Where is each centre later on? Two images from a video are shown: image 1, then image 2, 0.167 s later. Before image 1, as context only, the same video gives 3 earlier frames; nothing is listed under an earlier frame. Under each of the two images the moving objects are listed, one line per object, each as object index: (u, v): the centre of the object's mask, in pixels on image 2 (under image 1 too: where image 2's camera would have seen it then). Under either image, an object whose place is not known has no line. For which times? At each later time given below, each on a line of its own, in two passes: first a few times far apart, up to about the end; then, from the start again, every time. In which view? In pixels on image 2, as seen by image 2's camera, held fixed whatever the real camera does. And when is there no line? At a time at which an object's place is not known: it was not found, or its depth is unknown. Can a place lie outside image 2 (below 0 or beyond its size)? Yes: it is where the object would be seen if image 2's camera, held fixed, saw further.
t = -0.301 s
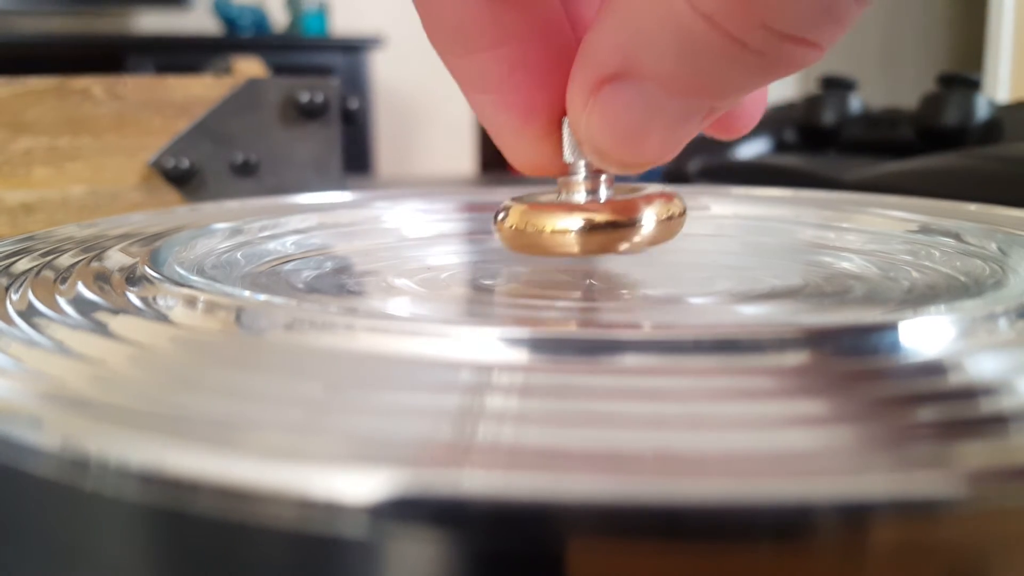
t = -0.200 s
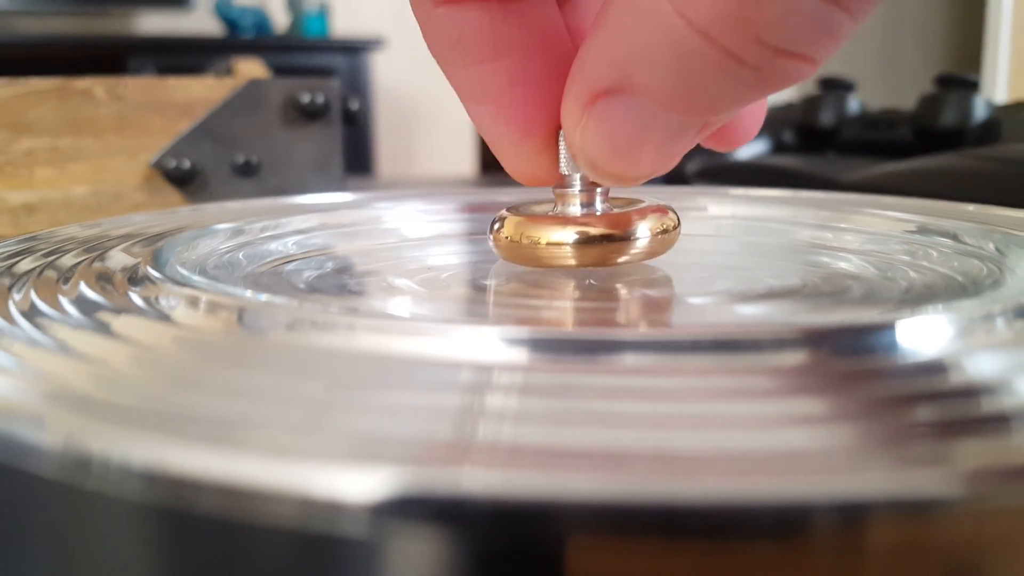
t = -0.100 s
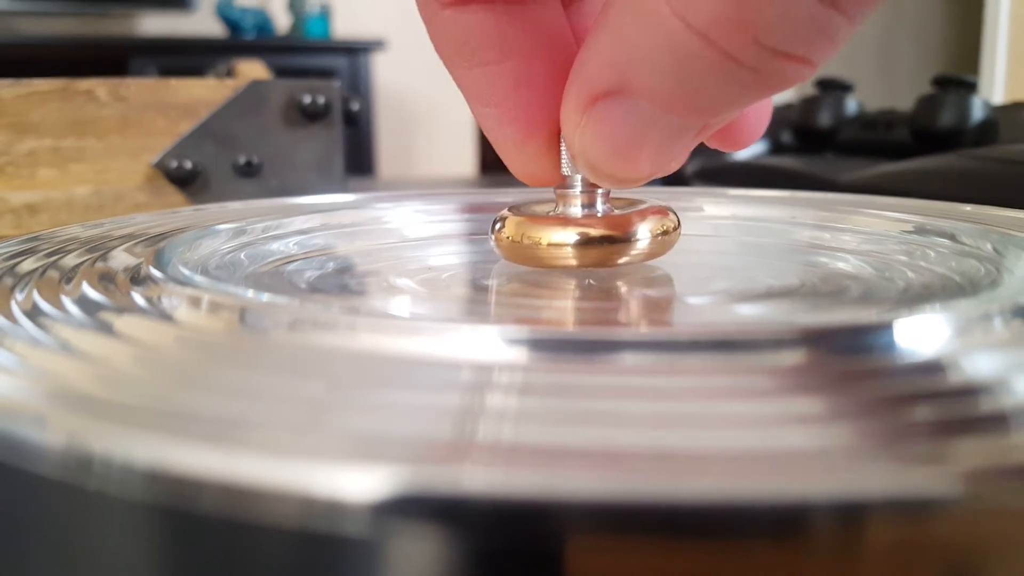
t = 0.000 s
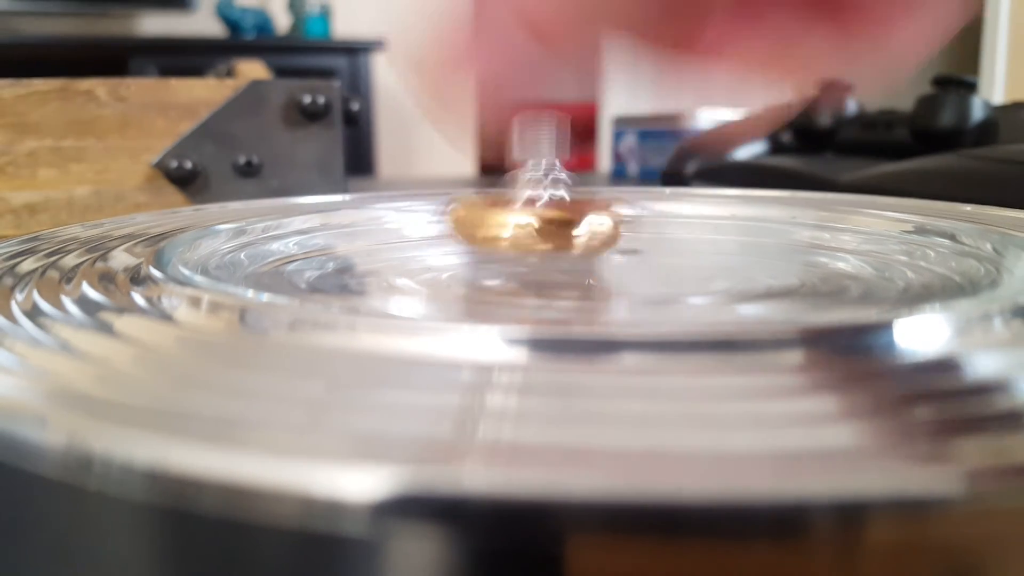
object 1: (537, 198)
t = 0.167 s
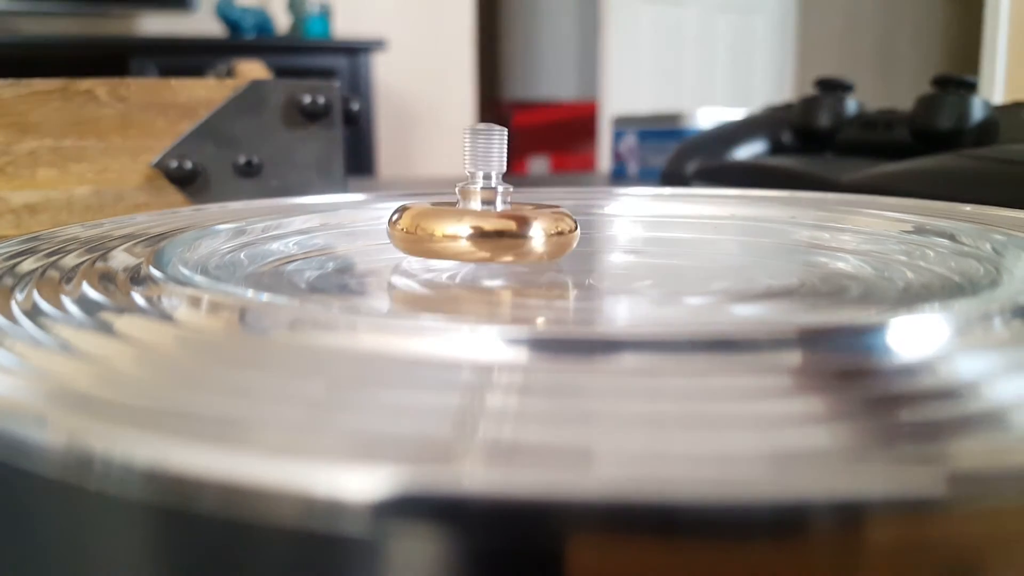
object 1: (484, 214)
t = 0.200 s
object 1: (485, 215)
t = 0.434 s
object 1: (487, 216)
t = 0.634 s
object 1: (493, 217)
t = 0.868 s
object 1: (512, 217)
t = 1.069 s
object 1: (533, 217)
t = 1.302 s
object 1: (563, 217)
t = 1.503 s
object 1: (588, 218)
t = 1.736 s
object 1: (617, 219)
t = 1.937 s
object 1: (638, 219)
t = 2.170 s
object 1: (655, 219)
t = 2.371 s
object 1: (664, 220)
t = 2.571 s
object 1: (666, 220)
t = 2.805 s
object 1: (659, 220)
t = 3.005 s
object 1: (647, 220)
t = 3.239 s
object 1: (629, 220)
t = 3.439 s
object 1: (612, 219)
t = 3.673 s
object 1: (595, 217)
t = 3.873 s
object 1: (584, 216)
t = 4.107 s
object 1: (577, 215)
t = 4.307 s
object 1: (577, 213)
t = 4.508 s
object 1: (581, 212)
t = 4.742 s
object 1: (589, 211)
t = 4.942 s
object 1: (598, 211)
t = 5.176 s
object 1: (610, 212)
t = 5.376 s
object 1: (619, 213)
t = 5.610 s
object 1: (627, 214)
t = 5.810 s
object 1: (628, 215)
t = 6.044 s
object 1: (624, 217)
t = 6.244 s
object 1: (617, 218)
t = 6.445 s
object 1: (606, 219)
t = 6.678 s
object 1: (591, 219)
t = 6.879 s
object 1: (578, 219)
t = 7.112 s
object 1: (566, 218)
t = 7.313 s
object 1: (560, 218)
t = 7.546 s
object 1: (559, 217)
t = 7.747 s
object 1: (563, 216)
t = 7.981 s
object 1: (573, 215)
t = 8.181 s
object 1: (585, 214)
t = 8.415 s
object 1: (600, 214)
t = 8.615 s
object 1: (613, 214)
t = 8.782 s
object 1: (622, 214)
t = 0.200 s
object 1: (485, 215)
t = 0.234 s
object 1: (487, 215)
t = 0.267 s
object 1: (488, 215)
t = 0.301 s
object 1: (487, 216)
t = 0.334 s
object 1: (487, 216)
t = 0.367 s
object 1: (487, 216)
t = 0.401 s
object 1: (487, 216)
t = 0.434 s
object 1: (487, 216)
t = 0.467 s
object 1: (487, 216)
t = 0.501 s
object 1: (488, 216)
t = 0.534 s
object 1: (489, 216)
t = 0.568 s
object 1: (490, 216)
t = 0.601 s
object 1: (492, 217)
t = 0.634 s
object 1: (493, 217)
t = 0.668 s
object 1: (496, 217)
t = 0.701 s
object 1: (498, 217)
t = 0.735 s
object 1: (501, 217)
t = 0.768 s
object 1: (504, 217)
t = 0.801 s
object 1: (506, 217)
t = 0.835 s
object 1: (509, 217)
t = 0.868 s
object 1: (512, 217)
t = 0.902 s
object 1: (515, 217)
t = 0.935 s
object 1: (518, 217)
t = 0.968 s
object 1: (522, 217)
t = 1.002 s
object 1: (526, 217)
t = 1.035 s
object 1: (529, 217)
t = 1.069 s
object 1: (533, 217)
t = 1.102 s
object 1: (538, 217)
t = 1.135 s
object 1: (542, 217)
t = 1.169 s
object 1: (546, 217)
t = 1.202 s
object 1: (550, 217)
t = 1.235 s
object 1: (554, 217)
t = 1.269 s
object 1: (558, 217)
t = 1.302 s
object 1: (563, 217)
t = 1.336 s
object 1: (567, 218)
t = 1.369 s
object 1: (571, 218)
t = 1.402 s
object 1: (575, 218)
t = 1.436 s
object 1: (580, 218)
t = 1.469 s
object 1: (584, 218)
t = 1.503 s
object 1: (588, 218)
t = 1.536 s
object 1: (593, 218)
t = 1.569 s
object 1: (597, 218)
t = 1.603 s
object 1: (601, 218)
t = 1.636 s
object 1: (606, 218)
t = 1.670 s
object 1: (609, 219)
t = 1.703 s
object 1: (613, 219)
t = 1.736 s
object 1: (617, 219)
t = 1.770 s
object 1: (621, 219)
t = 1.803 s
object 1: (625, 218)
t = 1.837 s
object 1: (628, 219)
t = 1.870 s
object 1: (631, 219)
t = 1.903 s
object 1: (635, 219)
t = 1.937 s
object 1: (638, 219)
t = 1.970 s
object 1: (641, 219)
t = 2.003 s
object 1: (644, 219)
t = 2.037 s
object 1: (646, 219)
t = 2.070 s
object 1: (649, 219)
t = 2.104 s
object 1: (651, 219)
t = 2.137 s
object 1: (653, 219)
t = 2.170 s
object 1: (655, 219)
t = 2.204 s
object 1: (657, 219)
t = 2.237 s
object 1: (659, 219)
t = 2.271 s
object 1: (661, 219)
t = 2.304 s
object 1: (662, 219)
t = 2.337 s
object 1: (663, 219)
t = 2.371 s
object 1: (664, 220)
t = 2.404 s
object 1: (665, 220)
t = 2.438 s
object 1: (666, 220)
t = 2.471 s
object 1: (666, 220)
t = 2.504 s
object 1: (666, 220)
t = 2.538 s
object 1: (666, 220)
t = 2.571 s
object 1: (666, 220)
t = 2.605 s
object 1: (666, 220)
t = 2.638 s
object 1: (665, 220)
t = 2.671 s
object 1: (664, 220)
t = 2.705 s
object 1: (663, 220)
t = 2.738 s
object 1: (662, 220)
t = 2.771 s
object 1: (661, 220)
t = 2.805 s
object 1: (659, 220)
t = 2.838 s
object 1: (658, 220)
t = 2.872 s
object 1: (656, 220)
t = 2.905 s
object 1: (654, 220)
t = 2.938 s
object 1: (652, 220)
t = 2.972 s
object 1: (649, 220)
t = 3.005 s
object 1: (647, 220)
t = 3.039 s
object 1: (645, 220)
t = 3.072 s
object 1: (642, 220)
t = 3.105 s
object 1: (639, 220)
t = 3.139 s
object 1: (637, 220)
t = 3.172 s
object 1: (634, 220)
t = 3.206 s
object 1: (631, 220)
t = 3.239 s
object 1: (629, 220)
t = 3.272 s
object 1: (626, 219)
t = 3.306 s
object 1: (623, 219)
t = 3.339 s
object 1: (620, 219)
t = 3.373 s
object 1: (617, 219)
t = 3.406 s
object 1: (614, 219)
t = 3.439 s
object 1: (612, 219)
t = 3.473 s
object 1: (609, 219)
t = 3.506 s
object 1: (606, 218)
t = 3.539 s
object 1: (604, 218)
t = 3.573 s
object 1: (601, 218)
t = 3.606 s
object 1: (599, 218)
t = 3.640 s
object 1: (597, 218)
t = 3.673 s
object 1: (595, 217)
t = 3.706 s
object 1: (592, 217)
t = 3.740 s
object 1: (590, 217)
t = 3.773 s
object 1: (589, 217)
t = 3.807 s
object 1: (587, 217)
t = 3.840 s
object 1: (585, 216)
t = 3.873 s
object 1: (584, 216)
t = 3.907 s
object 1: (583, 216)
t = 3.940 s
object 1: (581, 216)
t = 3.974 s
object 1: (580, 215)
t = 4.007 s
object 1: (579, 215)
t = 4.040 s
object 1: (578, 215)
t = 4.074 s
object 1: (578, 215)
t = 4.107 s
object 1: (577, 215)
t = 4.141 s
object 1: (577, 214)
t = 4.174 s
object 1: (577, 214)
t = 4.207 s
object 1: (577, 214)
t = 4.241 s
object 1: (577, 214)
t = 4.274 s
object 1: (577, 213)
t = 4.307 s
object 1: (577, 213)
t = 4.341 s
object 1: (577, 213)
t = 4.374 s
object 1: (578, 213)
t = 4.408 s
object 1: (578, 213)
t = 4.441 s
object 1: (579, 213)
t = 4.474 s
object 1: (580, 212)
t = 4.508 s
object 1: (581, 212)
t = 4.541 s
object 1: (581, 212)
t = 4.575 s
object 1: (582, 212)
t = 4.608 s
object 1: (584, 212)
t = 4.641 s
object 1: (585, 212)
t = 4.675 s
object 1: (586, 212)
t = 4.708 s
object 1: (588, 212)
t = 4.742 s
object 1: (589, 211)
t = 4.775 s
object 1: (590, 211)
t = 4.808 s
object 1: (592, 211)
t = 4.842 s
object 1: (594, 211)
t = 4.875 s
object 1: (595, 211)
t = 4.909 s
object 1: (597, 211)
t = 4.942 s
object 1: (598, 211)
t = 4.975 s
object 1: (600, 211)
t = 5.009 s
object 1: (602, 211)
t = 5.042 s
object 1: (604, 211)
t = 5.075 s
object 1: (605, 212)
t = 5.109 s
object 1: (607, 212)
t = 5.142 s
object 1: (609, 212)
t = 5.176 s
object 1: (610, 212)
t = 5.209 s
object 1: (612, 212)
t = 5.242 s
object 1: (614, 212)
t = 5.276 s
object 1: (615, 212)
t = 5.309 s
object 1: (616, 212)
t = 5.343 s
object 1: (618, 212)
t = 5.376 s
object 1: (619, 213)
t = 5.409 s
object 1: (620, 213)
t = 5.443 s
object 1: (622, 213)
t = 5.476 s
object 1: (623, 213)
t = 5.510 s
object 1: (624, 213)
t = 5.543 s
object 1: (625, 213)
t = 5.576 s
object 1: (626, 213)
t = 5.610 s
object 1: (627, 214)
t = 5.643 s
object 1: (627, 214)
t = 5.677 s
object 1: (628, 214)
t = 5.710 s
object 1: (628, 215)
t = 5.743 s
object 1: (628, 215)
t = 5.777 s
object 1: (628, 215)
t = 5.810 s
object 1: (628, 215)
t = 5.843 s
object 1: (628, 216)
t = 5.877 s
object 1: (628, 216)
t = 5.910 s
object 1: (627, 216)
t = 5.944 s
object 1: (627, 216)
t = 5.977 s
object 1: (626, 216)
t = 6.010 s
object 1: (625, 216)
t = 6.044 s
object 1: (624, 217)
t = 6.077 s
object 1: (624, 217)
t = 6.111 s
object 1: (622, 217)
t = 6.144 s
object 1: (621, 217)
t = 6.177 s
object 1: (620, 218)
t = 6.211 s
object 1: (618, 218)
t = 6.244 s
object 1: (617, 218)
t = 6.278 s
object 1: (615, 218)
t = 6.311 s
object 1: (614, 218)
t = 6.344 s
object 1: (612, 218)
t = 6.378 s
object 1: (610, 218)
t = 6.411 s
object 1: (608, 219)
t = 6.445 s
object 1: (606, 219)
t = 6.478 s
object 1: (604, 219)
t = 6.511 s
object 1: (602, 219)
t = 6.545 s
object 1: (600, 219)
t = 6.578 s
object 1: (598, 219)
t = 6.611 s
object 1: (596, 219)
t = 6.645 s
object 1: (594, 219)
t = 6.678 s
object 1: (591, 219)
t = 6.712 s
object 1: (589, 219)
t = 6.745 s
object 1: (587, 219)
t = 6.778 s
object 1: (585, 219)
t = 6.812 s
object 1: (583, 219)
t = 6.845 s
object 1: (580, 219)
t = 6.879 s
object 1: (578, 219)
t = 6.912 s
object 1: (576, 219)
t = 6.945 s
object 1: (575, 219)
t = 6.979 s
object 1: (573, 219)
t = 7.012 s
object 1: (571, 218)
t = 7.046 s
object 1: (569, 218)
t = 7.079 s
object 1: (568, 218)
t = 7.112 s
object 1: (566, 218)
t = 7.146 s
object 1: (565, 218)
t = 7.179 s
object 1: (564, 218)
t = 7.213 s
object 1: (563, 218)
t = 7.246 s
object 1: (562, 218)
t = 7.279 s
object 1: (561, 218)
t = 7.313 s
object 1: (560, 218)
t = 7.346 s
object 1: (559, 218)
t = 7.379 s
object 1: (559, 217)
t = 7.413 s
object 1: (559, 217)
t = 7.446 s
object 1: (559, 217)
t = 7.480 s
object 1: (559, 217)
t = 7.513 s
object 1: (559, 217)
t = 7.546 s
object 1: (559, 217)
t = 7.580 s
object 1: (559, 216)
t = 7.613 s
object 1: (560, 216)
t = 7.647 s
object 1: (560, 216)
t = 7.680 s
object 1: (561, 216)
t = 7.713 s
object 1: (562, 216)
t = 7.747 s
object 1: (563, 216)
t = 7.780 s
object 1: (564, 216)
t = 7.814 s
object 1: (565, 216)
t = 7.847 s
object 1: (567, 215)
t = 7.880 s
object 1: (568, 215)
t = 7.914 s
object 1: (570, 215)
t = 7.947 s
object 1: (571, 215)
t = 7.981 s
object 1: (573, 215)
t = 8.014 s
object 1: (575, 215)
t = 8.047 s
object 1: (576, 215)
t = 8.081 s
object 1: (579, 215)
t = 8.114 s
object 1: (581, 214)
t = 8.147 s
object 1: (582, 214)
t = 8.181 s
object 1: (585, 214)
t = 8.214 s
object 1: (587, 214)
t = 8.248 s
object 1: (589, 214)
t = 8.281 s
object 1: (591, 214)
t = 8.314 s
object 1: (593, 214)
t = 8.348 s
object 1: (595, 214)
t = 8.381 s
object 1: (598, 214)
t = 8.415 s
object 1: (600, 214)
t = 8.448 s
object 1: (602, 214)
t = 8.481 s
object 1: (604, 214)
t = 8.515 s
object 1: (606, 214)
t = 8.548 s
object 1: (609, 214)
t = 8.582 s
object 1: (611, 214)
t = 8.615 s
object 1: (613, 214)
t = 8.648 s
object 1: (615, 214)
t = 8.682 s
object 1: (617, 214)
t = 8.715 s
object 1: (619, 214)
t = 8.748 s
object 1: (620, 214)
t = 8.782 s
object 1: (622, 214)
